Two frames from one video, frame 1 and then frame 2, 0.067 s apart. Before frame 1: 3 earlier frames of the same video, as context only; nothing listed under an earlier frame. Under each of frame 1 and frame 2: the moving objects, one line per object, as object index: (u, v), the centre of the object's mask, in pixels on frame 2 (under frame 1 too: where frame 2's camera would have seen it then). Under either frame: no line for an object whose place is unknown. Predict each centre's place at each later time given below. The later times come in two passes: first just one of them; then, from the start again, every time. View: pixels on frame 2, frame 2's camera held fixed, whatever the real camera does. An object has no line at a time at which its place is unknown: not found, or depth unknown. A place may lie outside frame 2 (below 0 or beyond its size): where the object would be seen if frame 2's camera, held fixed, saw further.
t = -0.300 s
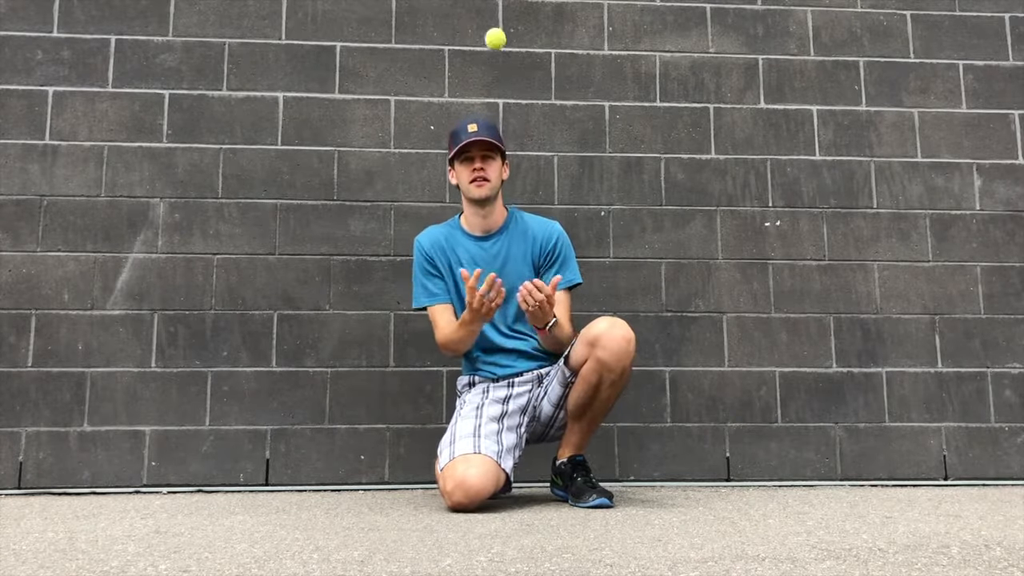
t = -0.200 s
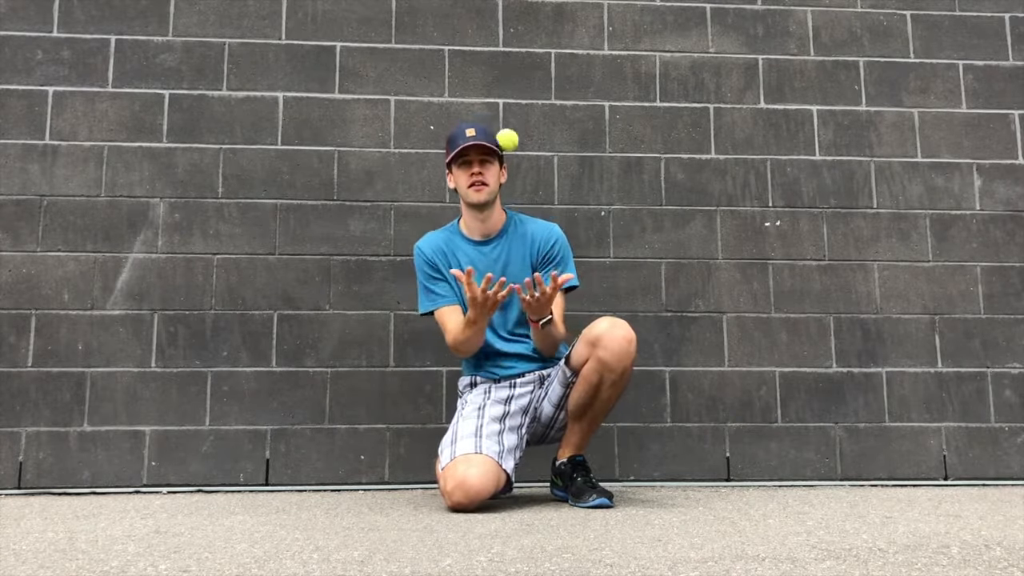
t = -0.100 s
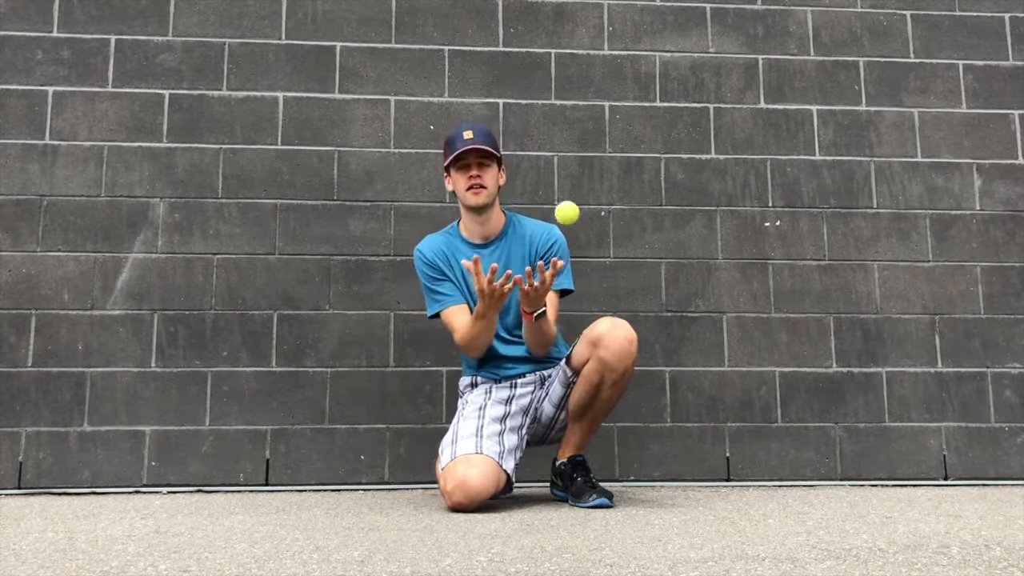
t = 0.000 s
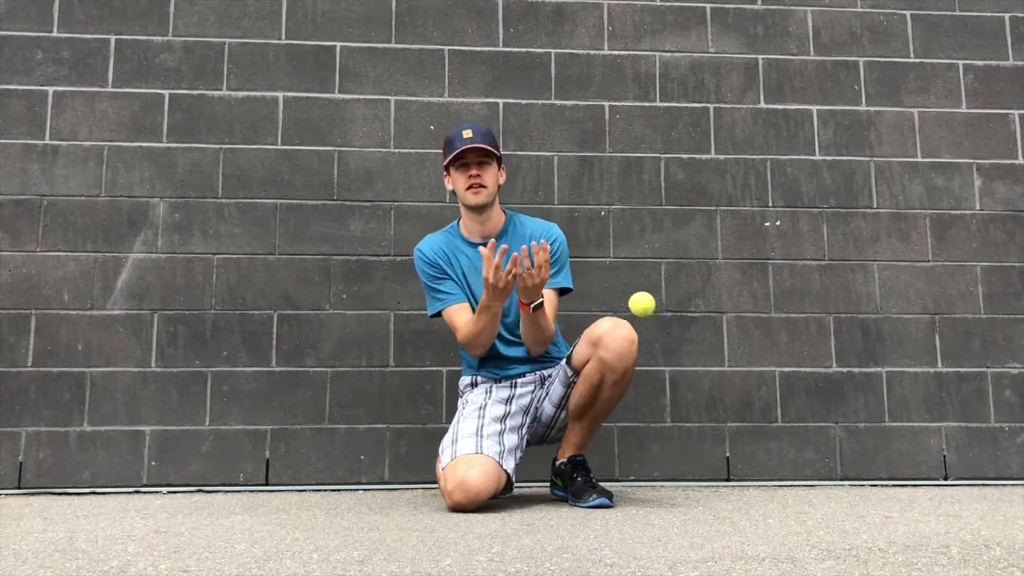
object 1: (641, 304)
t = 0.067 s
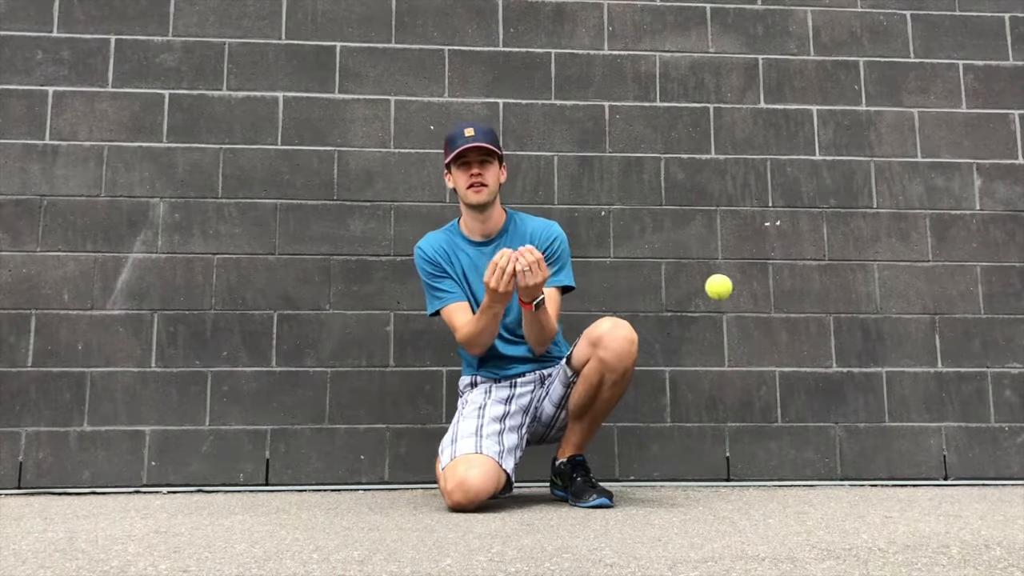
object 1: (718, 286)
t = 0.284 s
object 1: (983, 344)
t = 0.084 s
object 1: (738, 284)
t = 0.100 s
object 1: (758, 283)
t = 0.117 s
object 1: (777, 284)
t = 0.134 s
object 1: (797, 285)
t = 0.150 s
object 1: (817, 287)
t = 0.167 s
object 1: (837, 290)
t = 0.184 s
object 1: (857, 294)
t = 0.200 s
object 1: (878, 300)
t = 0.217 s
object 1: (898, 307)
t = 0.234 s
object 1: (919, 314)
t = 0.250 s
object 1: (940, 323)
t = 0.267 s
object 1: (962, 333)
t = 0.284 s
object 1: (983, 344)
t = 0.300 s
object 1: (1005, 357)
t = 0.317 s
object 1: (1018, 369)
